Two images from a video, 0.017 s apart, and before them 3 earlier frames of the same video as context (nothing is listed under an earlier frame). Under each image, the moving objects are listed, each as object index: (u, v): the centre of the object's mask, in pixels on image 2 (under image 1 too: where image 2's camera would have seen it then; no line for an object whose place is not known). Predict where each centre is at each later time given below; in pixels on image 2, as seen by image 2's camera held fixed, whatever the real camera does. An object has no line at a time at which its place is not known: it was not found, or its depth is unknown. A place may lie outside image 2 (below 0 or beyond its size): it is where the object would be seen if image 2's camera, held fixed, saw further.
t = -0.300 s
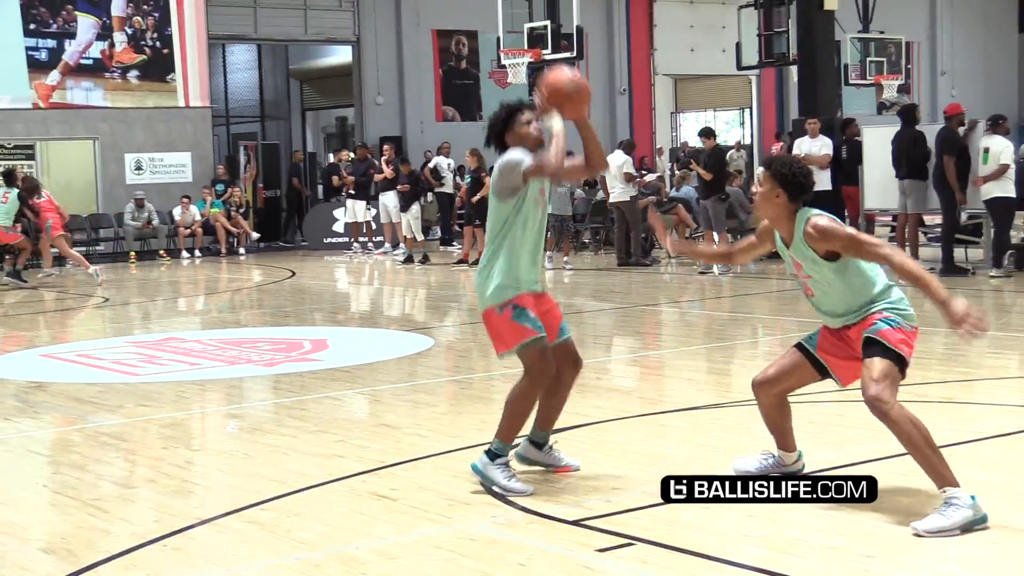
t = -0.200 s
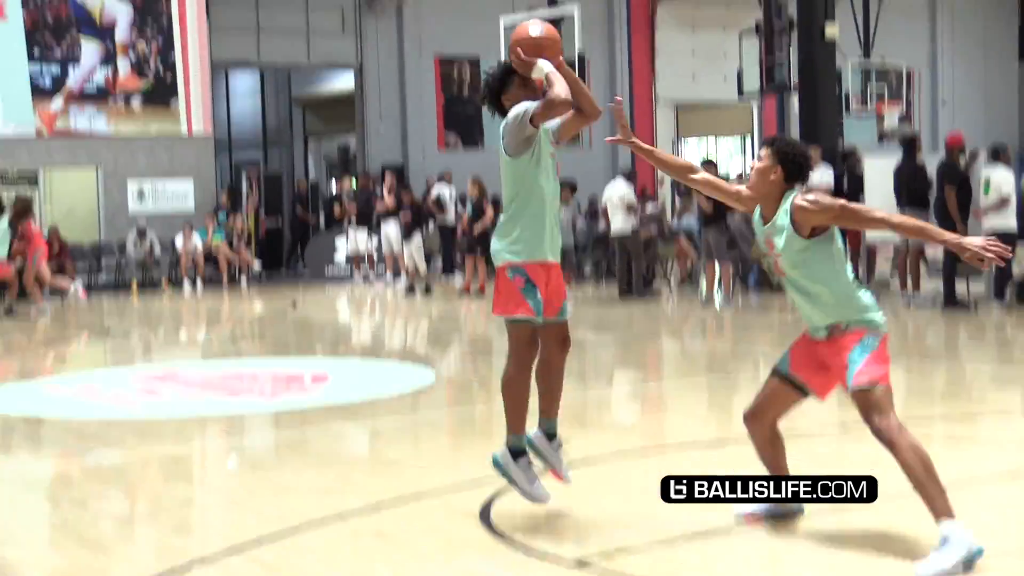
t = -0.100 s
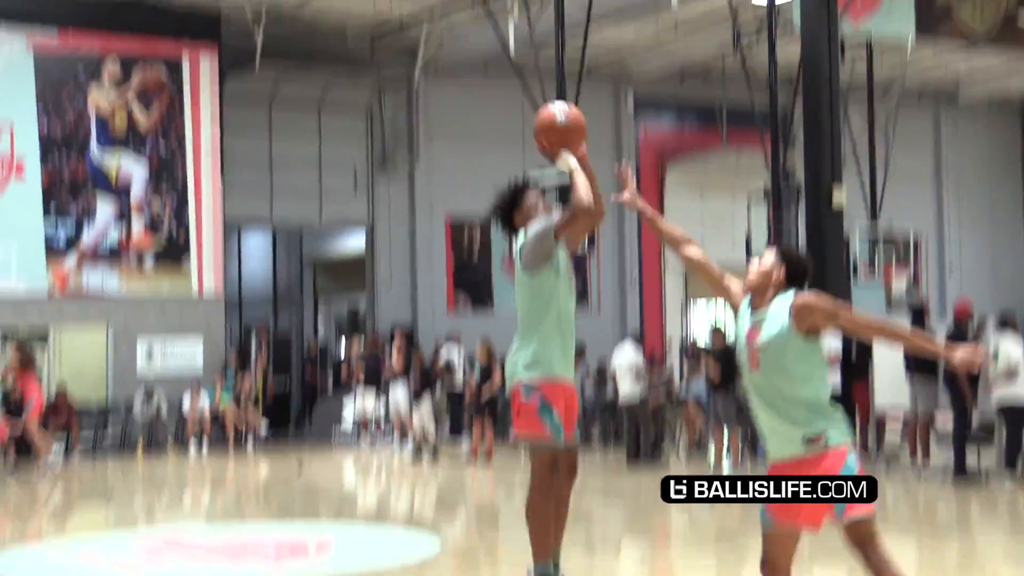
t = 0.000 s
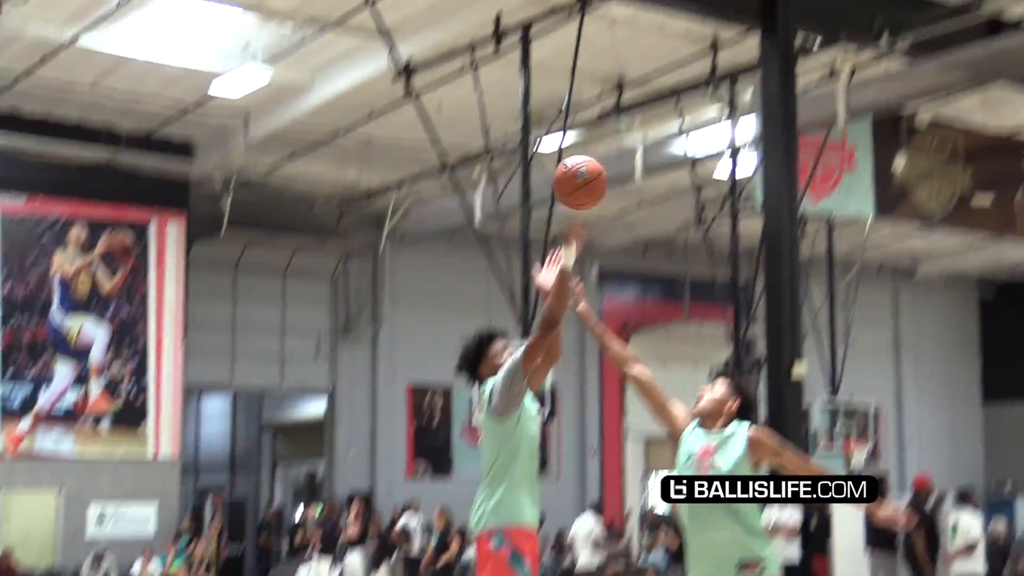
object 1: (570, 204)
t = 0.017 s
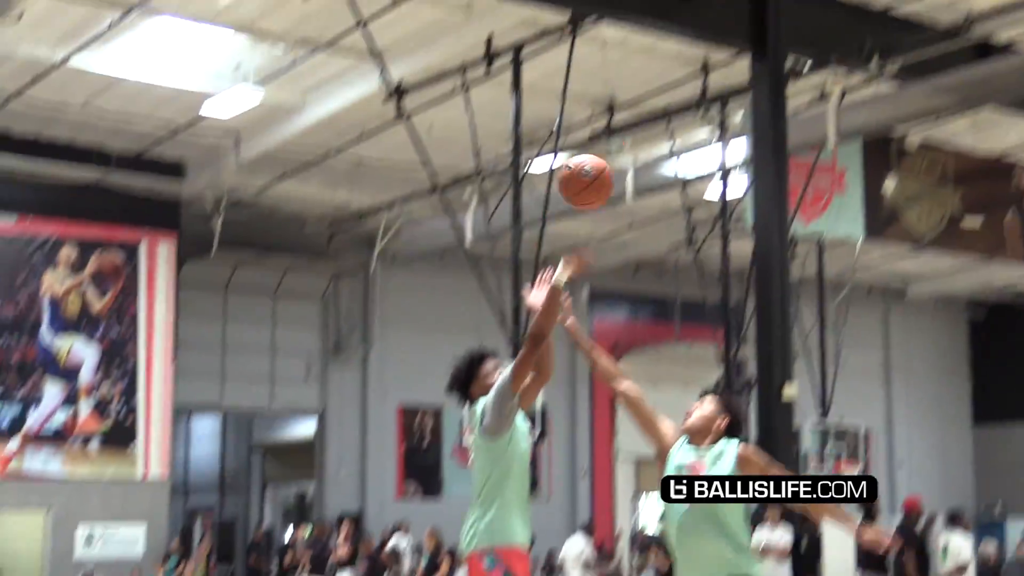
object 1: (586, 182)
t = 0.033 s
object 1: (600, 160)
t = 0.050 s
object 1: (615, 139)
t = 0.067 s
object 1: (631, 118)
